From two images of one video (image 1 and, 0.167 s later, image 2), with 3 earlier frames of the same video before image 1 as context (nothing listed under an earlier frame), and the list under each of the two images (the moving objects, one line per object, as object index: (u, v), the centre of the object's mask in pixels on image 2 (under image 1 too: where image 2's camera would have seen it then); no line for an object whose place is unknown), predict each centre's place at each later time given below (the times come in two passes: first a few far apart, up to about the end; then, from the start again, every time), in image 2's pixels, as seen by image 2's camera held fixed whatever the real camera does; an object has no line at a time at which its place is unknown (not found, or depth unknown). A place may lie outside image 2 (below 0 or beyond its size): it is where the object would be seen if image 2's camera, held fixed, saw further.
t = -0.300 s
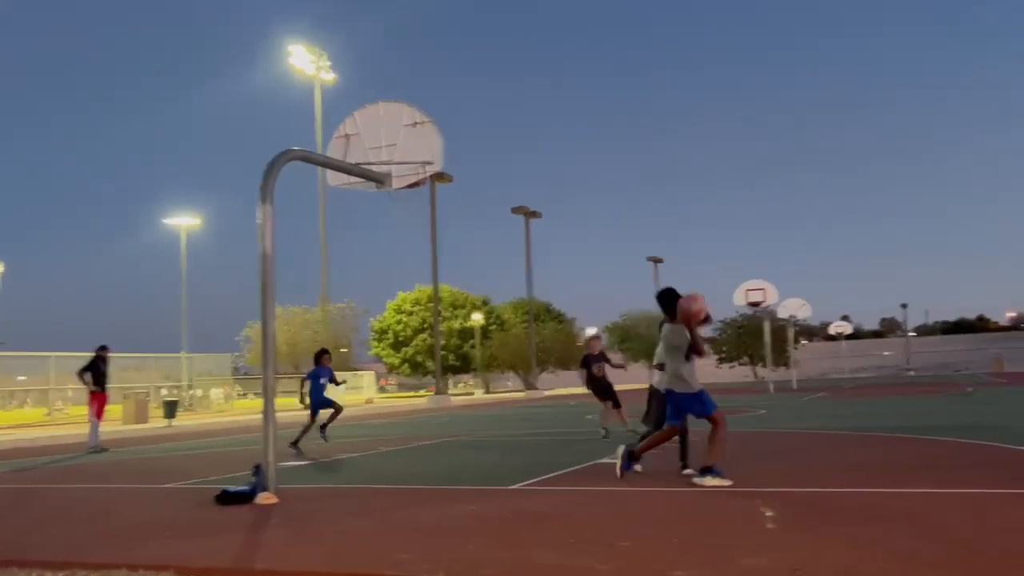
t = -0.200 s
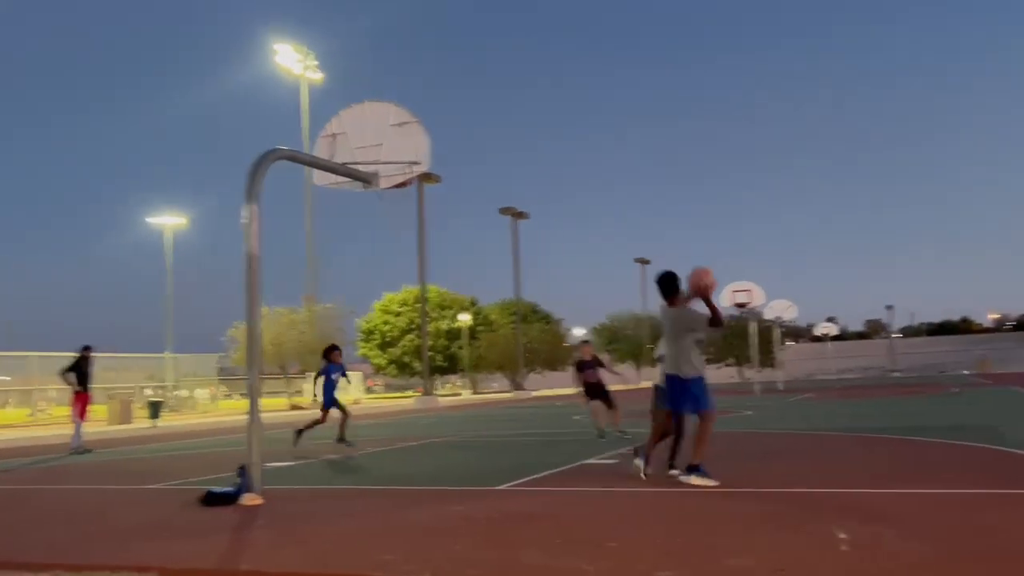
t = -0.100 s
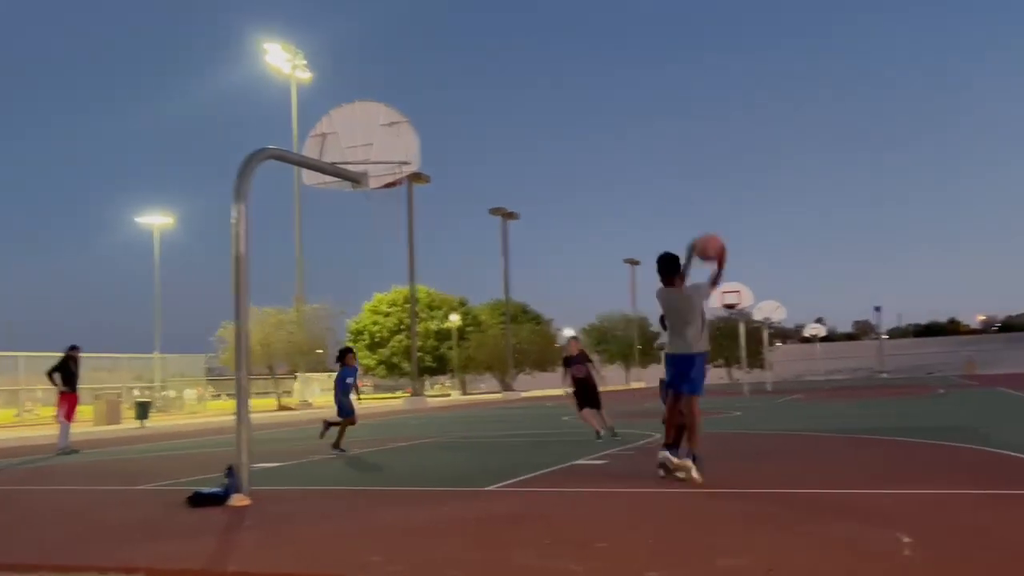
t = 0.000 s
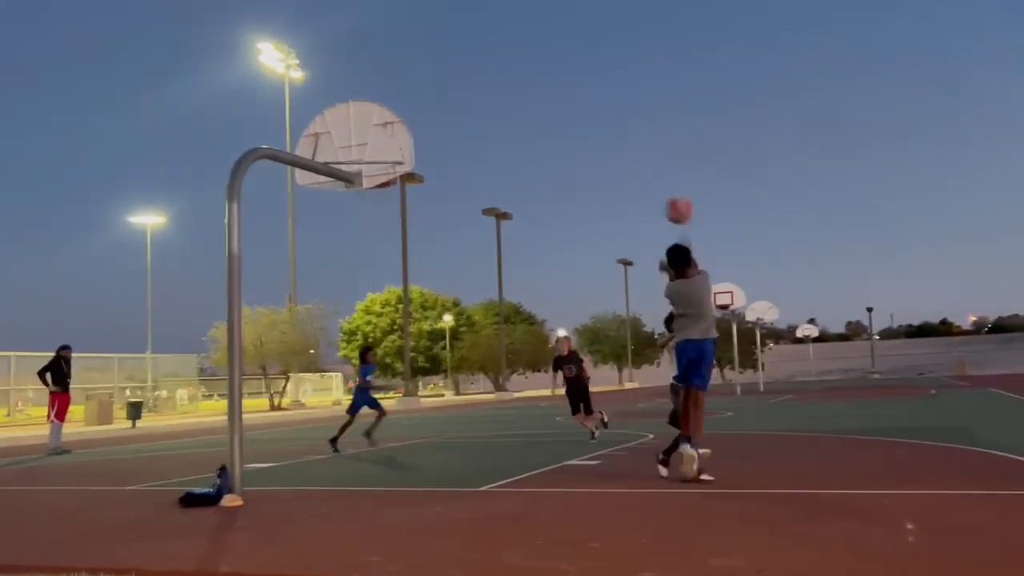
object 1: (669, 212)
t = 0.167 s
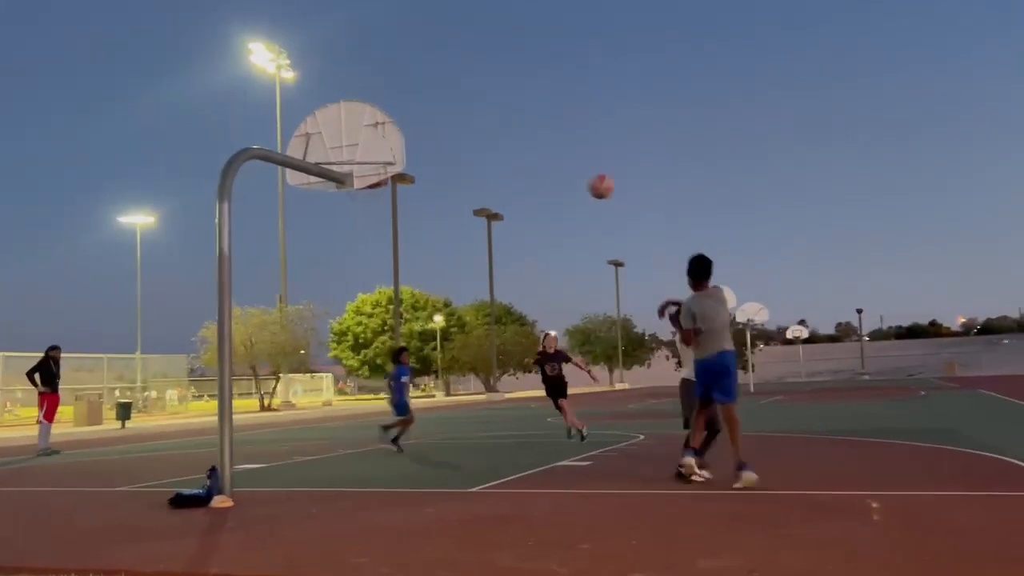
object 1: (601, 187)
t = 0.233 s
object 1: (577, 186)
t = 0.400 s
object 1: (526, 202)
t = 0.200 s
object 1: (588, 186)
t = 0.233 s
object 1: (577, 186)
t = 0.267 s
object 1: (566, 187)
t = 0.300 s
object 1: (556, 190)
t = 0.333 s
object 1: (545, 193)
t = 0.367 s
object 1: (536, 197)
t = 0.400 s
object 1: (526, 202)
